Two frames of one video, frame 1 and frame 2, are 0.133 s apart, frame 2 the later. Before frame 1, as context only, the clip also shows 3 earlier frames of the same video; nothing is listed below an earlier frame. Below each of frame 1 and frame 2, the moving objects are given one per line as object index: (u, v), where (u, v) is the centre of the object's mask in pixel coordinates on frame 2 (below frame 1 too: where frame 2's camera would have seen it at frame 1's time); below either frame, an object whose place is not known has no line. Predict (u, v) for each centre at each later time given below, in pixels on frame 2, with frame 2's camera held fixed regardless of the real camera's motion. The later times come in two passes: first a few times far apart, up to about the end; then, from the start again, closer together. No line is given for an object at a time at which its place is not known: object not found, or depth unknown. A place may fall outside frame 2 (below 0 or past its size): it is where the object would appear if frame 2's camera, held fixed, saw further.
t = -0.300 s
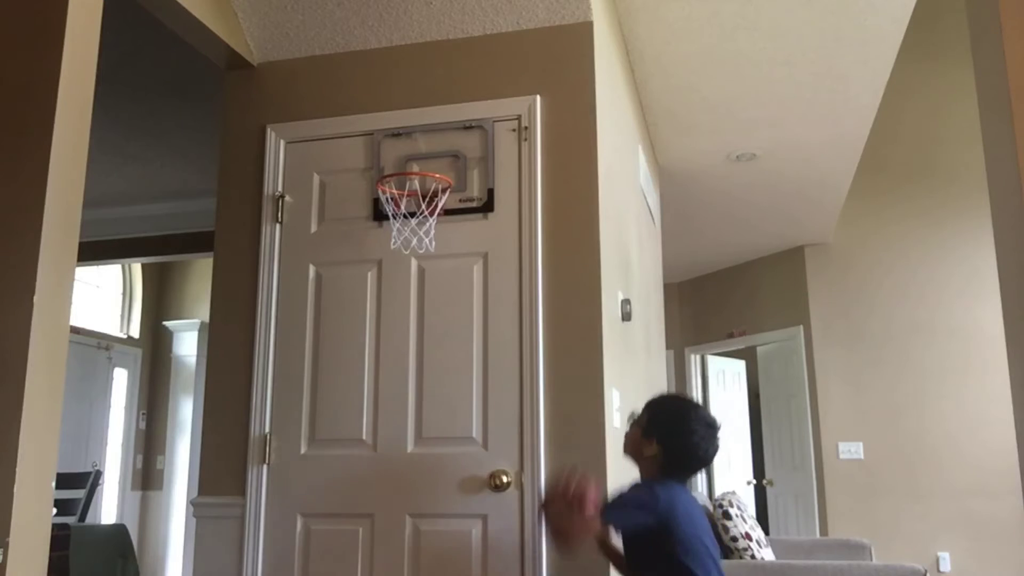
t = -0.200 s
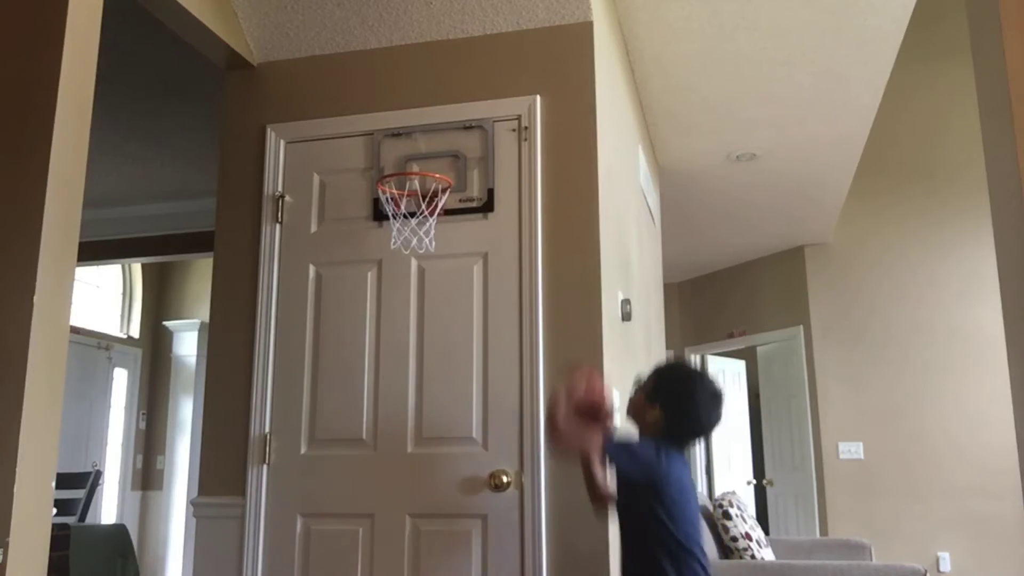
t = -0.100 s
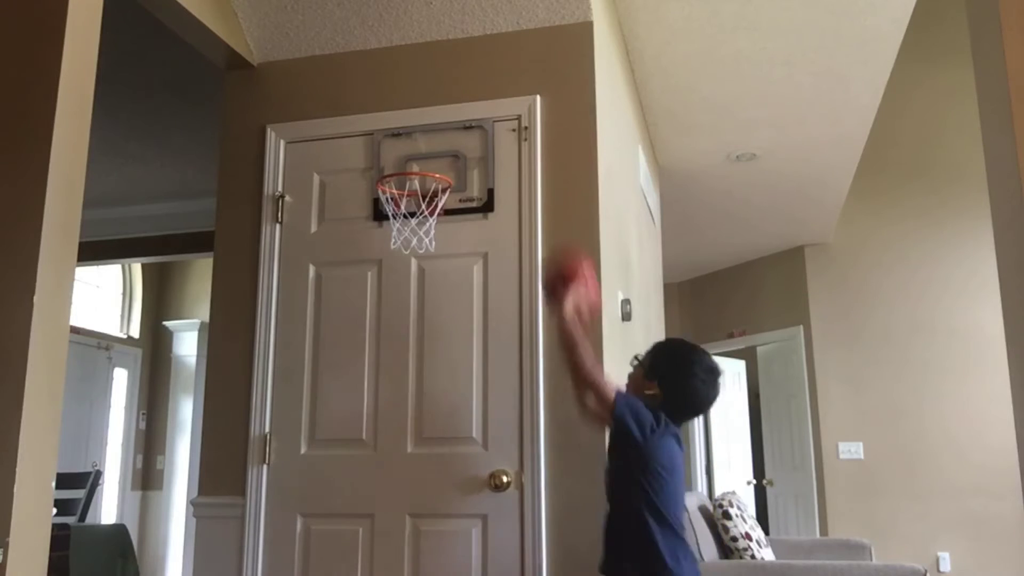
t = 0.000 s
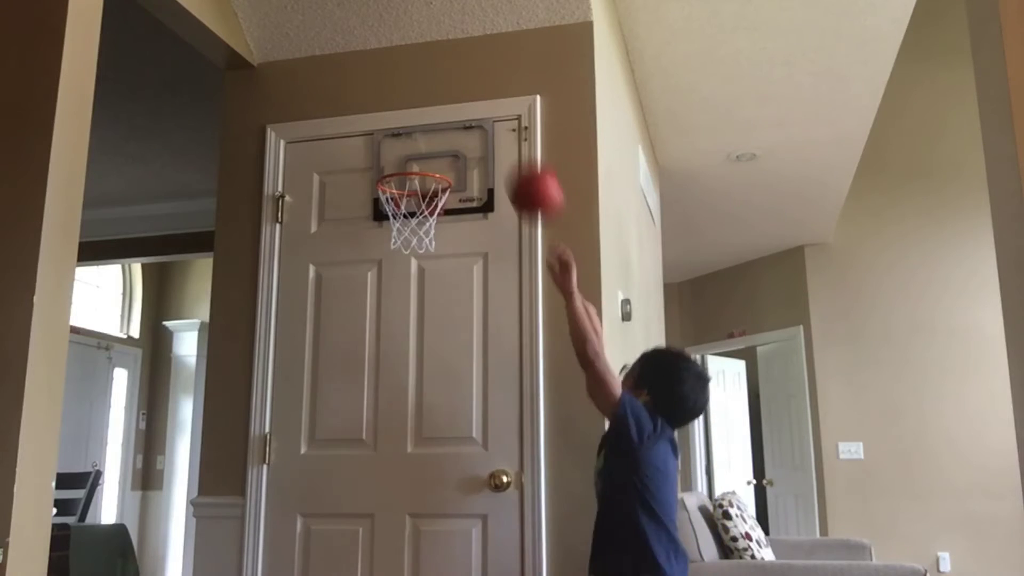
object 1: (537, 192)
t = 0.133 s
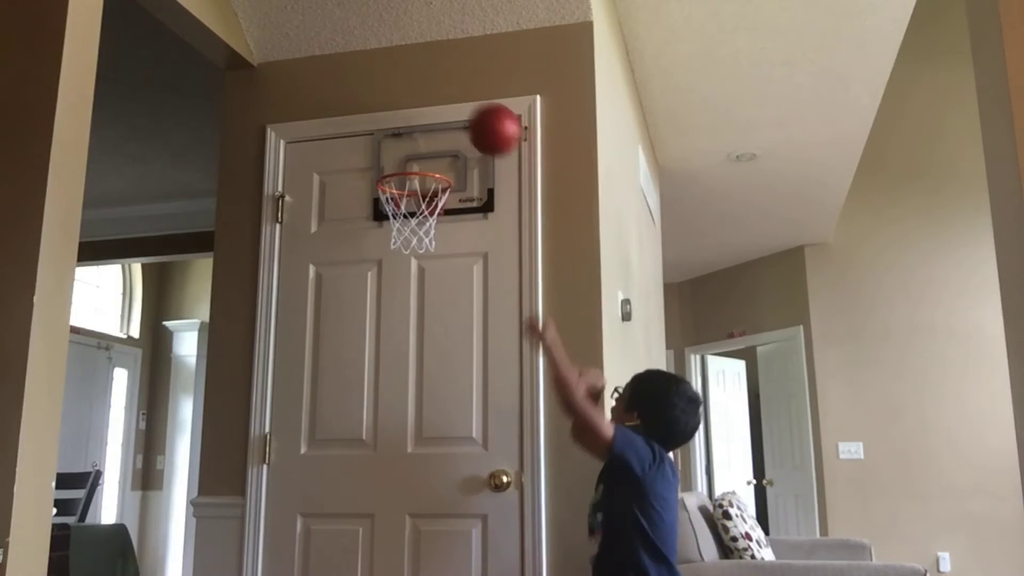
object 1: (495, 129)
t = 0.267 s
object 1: (458, 126)
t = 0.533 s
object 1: (415, 183)
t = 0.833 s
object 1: (398, 243)
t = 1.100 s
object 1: (406, 443)
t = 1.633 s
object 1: (347, 562)
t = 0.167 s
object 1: (485, 124)
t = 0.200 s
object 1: (476, 121)
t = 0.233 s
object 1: (467, 122)
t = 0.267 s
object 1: (458, 126)
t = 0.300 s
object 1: (449, 133)
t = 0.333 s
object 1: (441, 142)
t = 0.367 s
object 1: (432, 154)
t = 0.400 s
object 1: (425, 166)
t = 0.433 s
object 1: (414, 176)
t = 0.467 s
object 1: (405, 179)
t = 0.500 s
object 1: (408, 180)
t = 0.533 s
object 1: (415, 183)
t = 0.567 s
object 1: (421, 187)
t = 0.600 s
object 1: (423, 191)
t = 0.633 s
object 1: (418, 197)
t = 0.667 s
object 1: (413, 201)
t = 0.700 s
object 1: (411, 205)
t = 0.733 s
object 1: (403, 214)
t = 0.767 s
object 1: (398, 223)
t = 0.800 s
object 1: (397, 231)
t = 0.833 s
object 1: (398, 243)
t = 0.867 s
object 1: (399, 251)
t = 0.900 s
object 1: (400, 266)
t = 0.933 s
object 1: (401, 284)
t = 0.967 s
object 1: (403, 308)
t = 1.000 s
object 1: (403, 334)
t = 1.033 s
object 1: (405, 365)
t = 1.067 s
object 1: (404, 400)
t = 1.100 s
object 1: (406, 443)
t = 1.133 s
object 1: (405, 484)
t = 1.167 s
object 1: (405, 528)
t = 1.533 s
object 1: (371, 572)
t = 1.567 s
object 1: (363, 567)
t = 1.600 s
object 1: (355, 563)
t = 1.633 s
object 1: (347, 562)
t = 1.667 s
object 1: (340, 562)
